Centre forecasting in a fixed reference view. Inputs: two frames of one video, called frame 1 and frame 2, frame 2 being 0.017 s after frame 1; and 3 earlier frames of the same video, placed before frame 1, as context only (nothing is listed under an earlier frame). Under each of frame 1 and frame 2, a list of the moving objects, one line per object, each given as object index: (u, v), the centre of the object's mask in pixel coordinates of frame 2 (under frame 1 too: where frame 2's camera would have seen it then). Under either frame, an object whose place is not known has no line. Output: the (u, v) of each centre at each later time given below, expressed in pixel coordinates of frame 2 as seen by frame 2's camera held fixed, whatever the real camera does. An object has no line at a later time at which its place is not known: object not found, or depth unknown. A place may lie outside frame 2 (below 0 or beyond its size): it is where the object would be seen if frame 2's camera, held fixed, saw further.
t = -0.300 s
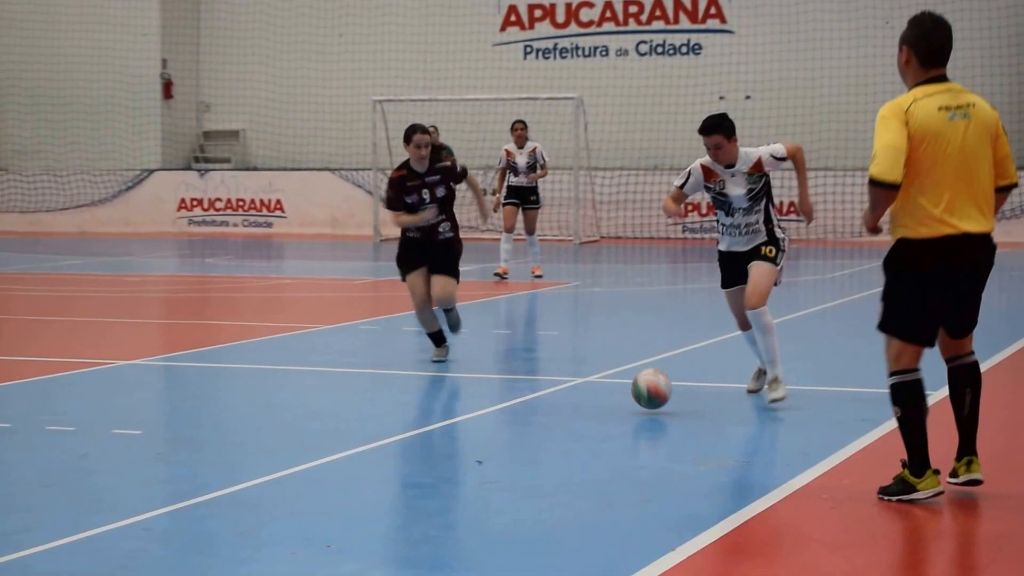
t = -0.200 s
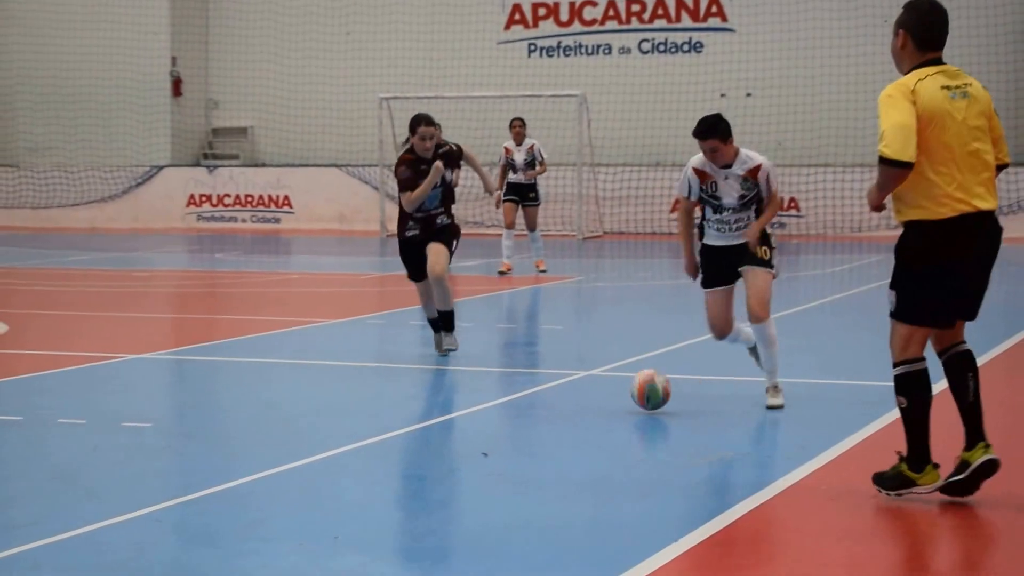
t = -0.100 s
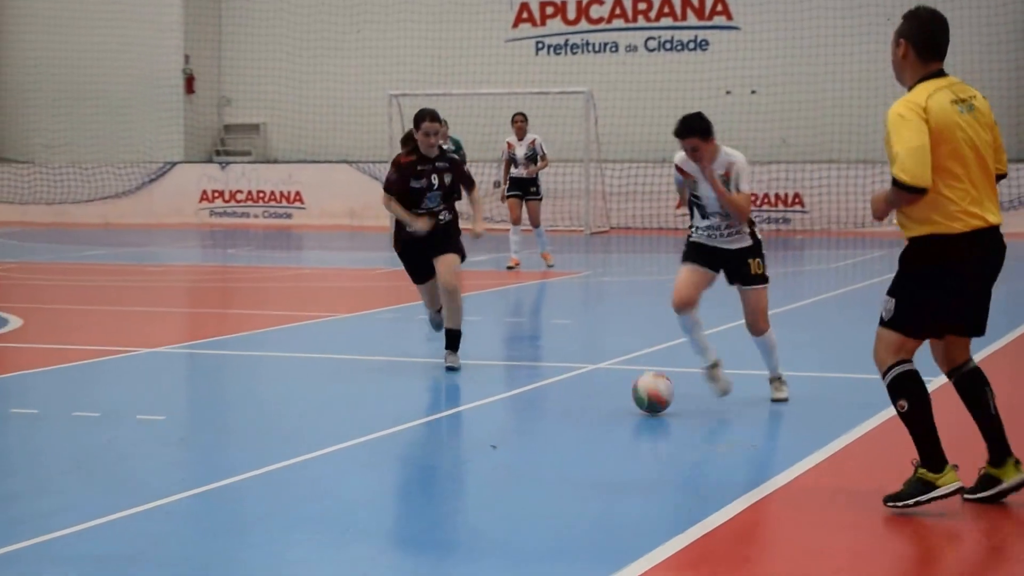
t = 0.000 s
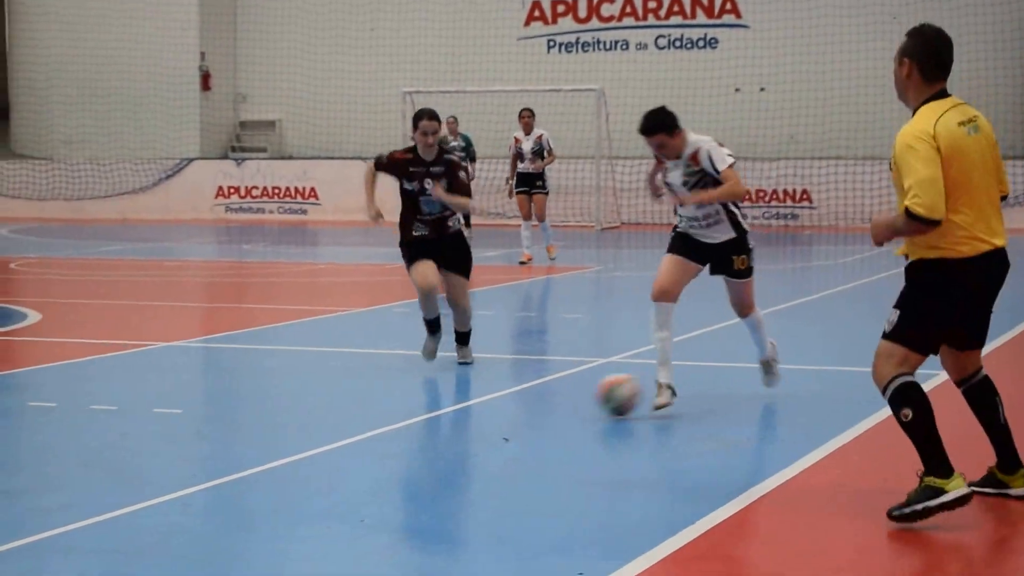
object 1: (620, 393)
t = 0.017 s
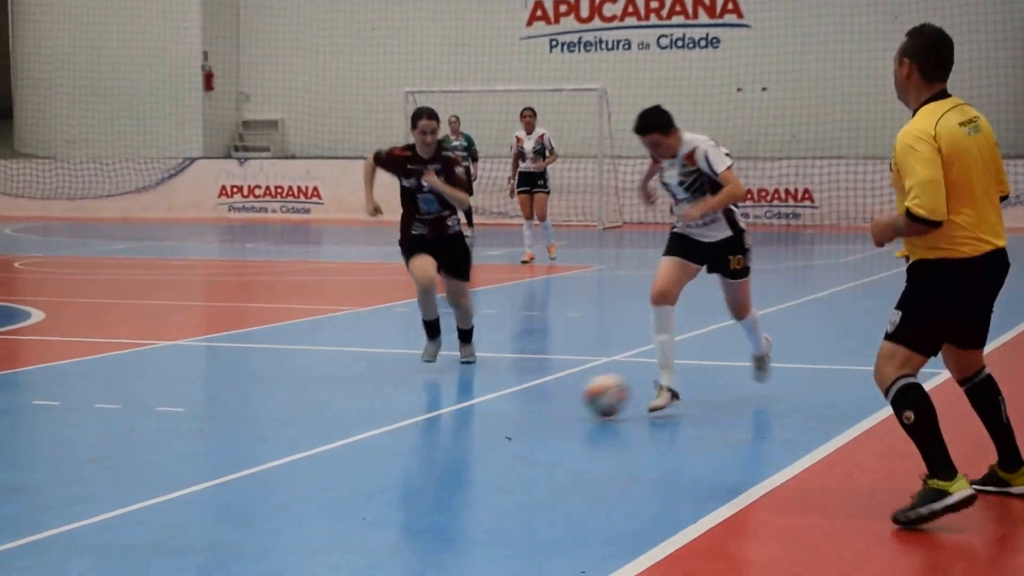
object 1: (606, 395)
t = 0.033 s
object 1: (591, 397)
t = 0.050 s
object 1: (575, 401)
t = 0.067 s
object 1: (559, 404)
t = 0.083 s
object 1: (542, 409)
